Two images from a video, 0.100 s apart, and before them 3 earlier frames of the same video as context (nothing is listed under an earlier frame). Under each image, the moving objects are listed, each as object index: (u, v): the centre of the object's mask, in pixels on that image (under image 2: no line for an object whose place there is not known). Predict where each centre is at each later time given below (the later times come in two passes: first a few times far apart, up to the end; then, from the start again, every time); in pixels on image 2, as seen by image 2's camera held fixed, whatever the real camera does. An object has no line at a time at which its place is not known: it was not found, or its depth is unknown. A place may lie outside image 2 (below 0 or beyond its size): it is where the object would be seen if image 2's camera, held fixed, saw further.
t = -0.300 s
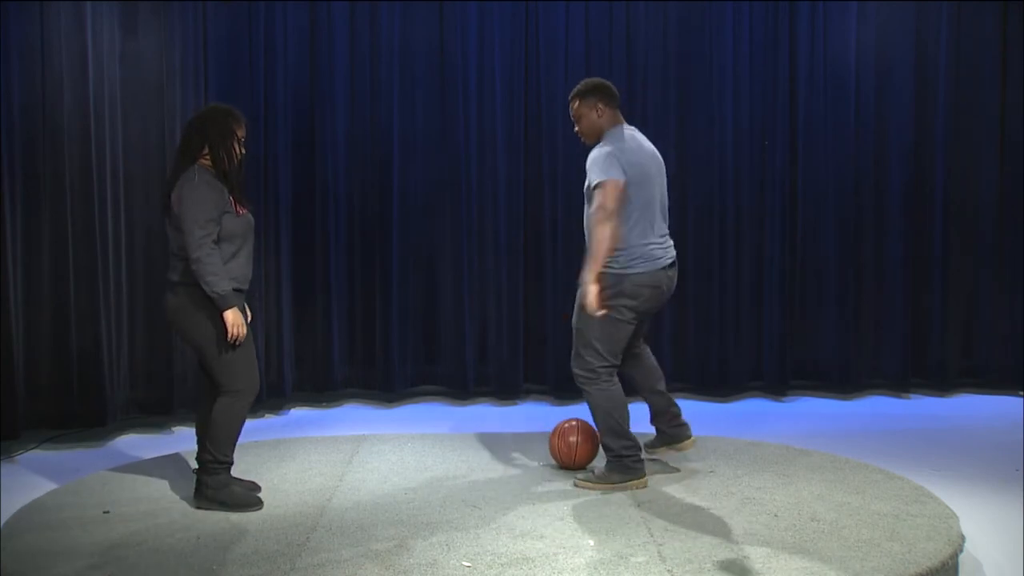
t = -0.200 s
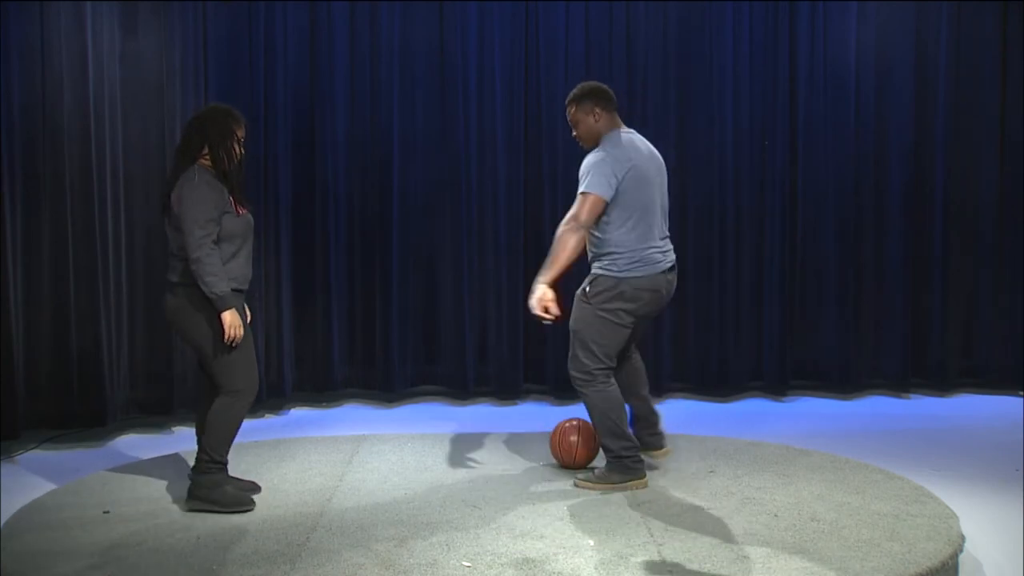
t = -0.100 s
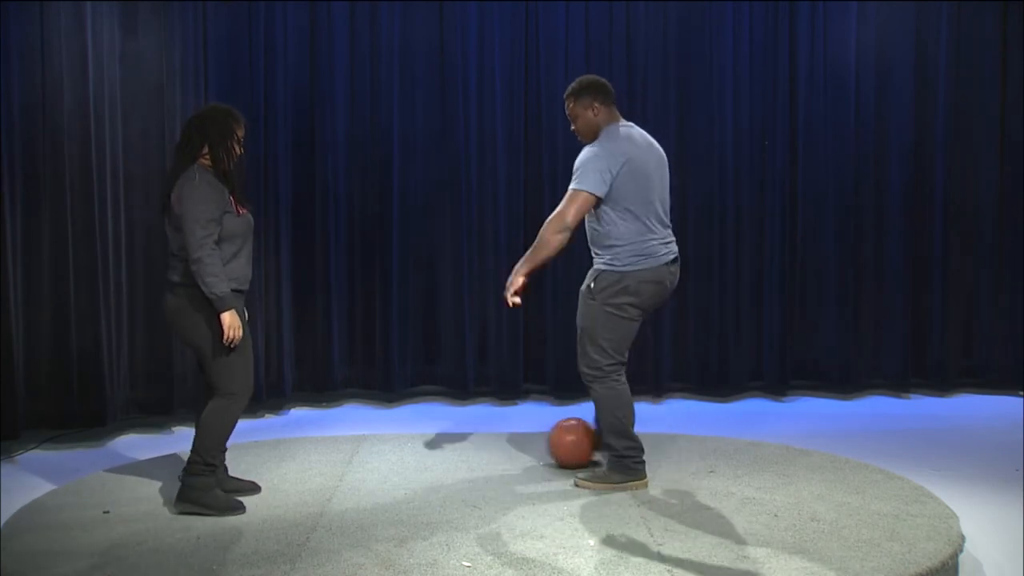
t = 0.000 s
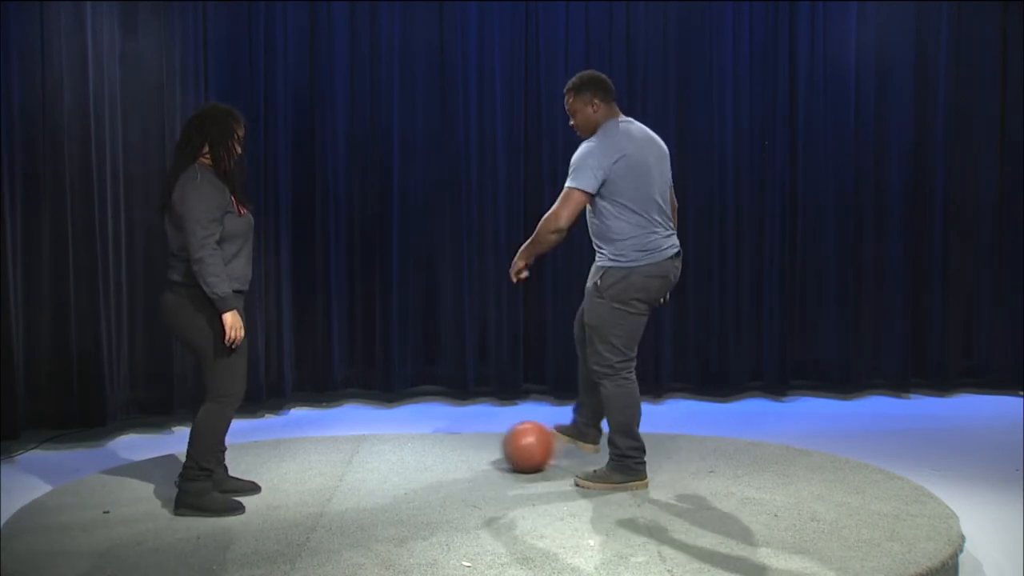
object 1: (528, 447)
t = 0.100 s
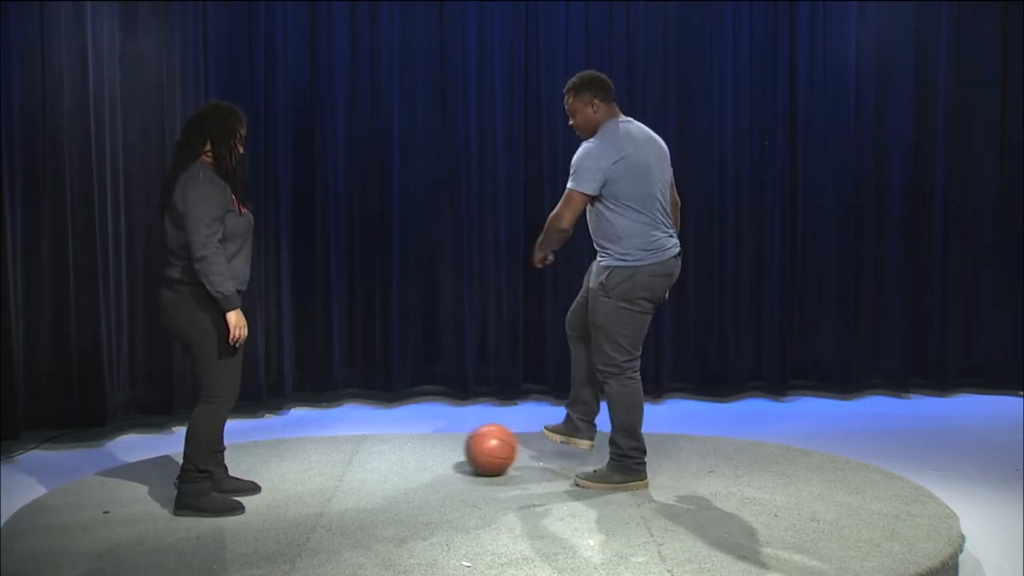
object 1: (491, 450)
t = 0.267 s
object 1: (436, 454)
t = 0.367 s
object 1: (403, 457)
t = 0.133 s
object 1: (480, 451)
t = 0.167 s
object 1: (469, 452)
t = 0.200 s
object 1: (458, 453)
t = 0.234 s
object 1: (447, 453)
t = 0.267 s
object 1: (436, 454)
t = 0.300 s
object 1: (425, 455)
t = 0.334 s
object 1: (414, 456)
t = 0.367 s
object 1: (403, 457)
